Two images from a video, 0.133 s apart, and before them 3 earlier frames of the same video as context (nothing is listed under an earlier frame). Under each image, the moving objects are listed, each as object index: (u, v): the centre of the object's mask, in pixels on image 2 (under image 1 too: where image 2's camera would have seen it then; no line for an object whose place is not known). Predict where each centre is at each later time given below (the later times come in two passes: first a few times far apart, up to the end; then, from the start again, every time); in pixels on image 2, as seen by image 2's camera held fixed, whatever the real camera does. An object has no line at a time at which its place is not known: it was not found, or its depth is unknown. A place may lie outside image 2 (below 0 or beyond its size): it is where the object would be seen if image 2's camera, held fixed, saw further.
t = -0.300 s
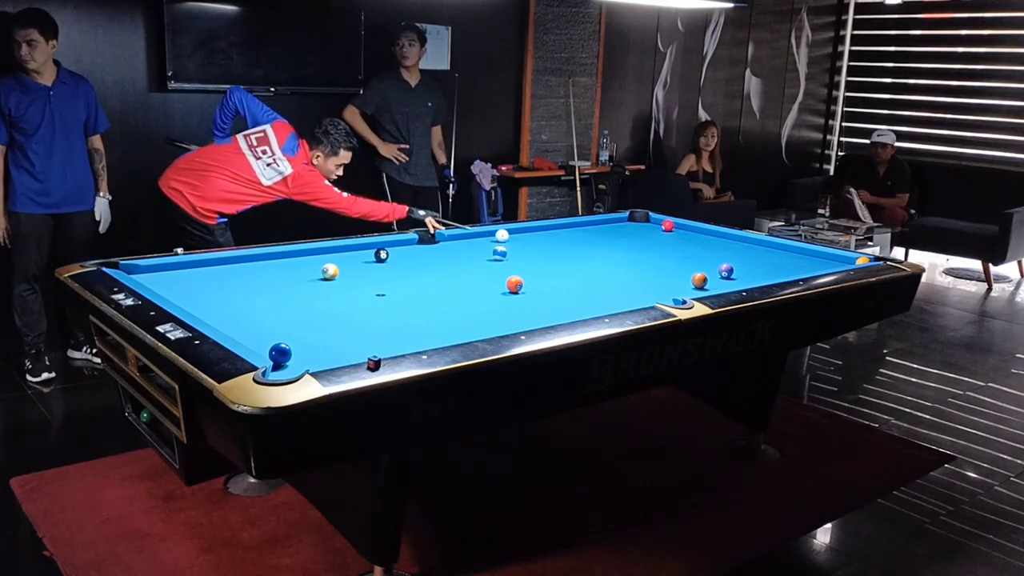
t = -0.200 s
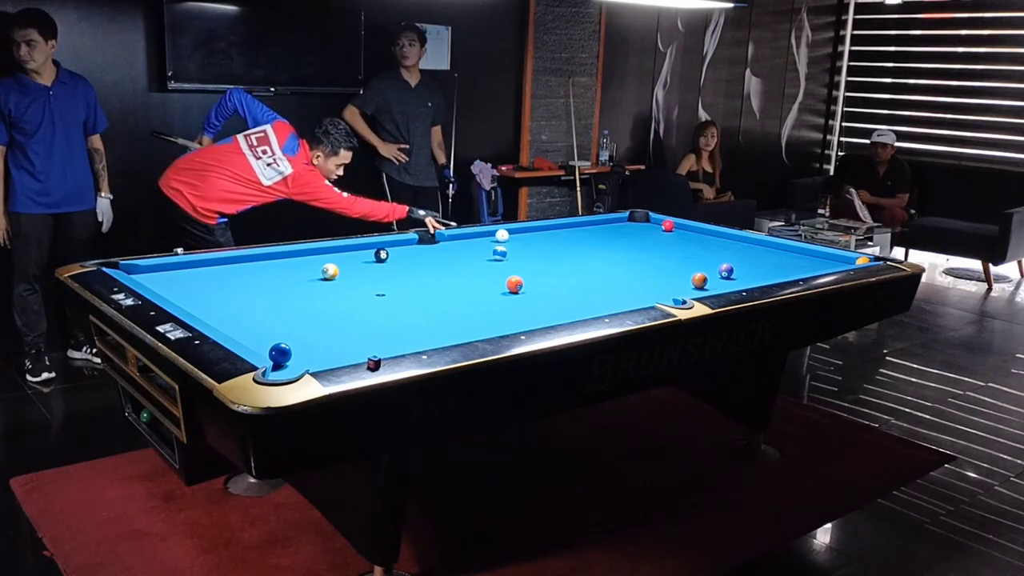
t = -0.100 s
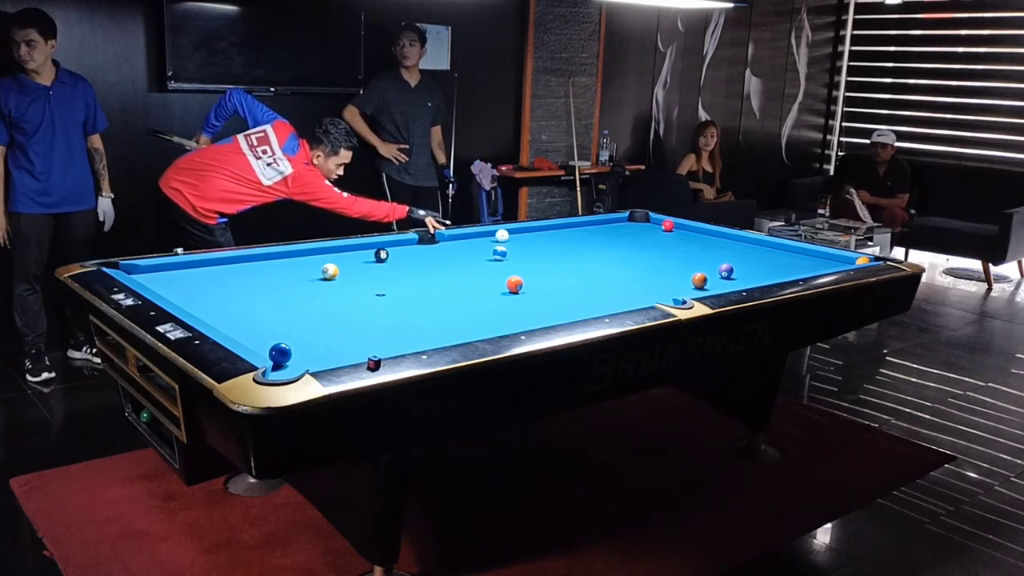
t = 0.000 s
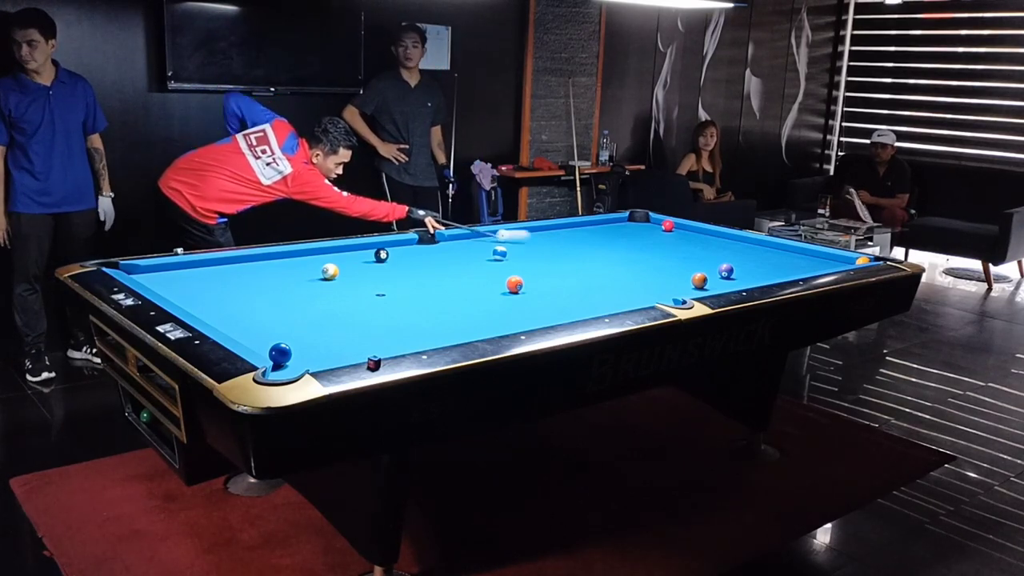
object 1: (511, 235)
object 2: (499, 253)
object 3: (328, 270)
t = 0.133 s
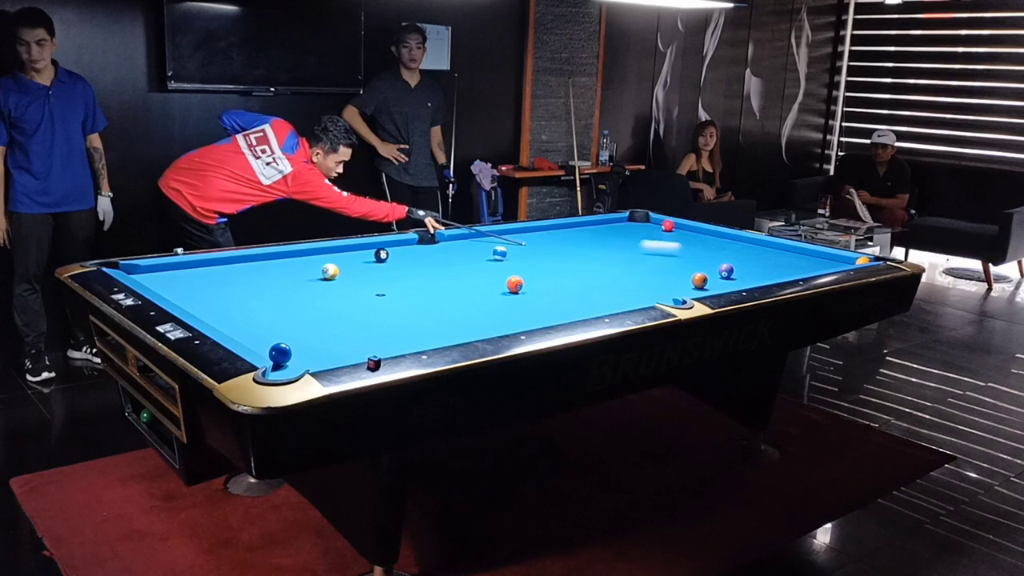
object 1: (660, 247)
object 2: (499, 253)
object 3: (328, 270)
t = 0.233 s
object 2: (499, 253)
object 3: (328, 270)
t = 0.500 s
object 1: (790, 262)
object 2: (499, 253)
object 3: (328, 270)
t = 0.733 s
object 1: (717, 260)
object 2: (499, 253)
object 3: (328, 270)
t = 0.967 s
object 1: (647, 258)
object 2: (499, 253)
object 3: (328, 270)
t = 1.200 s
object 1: (578, 256)
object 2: (499, 253)
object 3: (328, 270)
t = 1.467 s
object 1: (511, 255)
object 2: (489, 252)
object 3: (328, 270)
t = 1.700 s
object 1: (489, 258)
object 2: (449, 248)
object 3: (328, 270)
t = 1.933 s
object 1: (465, 260)
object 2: (412, 244)
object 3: (328, 270)
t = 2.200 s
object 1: (439, 262)
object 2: (395, 246)
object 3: (328, 270)
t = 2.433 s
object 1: (416, 265)
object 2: (394, 249)
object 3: (328, 270)
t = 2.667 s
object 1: (394, 267)
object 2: (393, 252)
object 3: (328, 270)
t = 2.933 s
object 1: (369, 269)
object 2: (400, 256)
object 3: (328, 270)
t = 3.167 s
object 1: (348, 272)
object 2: (406, 258)
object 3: (328, 270)
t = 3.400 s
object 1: (342, 274)
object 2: (412, 260)
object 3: (314, 274)
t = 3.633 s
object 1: (336, 276)
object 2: (417, 262)
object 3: (303, 274)
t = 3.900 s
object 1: (331, 277)
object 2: (423, 264)
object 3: (296, 270)
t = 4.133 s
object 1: (328, 279)
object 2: (428, 266)
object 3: (287, 270)
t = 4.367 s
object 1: (325, 280)
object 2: (432, 267)
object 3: (278, 270)
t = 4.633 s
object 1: (322, 281)
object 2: (436, 268)
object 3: (270, 270)
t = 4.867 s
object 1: (320, 282)
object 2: (439, 269)
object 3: (264, 272)
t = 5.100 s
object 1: (319, 281)
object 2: (441, 269)
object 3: (261, 272)
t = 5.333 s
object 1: (319, 282)
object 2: (443, 270)
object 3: (260, 273)
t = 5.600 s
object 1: (319, 282)
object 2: (443, 270)
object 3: (260, 273)
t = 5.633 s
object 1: (319, 282)
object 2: (443, 269)
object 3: (260, 273)
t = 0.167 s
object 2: (499, 253)
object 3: (328, 270)
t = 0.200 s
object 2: (499, 253)
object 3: (328, 270)
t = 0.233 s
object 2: (499, 253)
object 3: (328, 270)
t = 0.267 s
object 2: (499, 253)
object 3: (328, 270)
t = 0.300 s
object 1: (846, 261)
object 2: (499, 253)
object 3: (328, 270)
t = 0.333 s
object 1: (844, 262)
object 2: (499, 253)
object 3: (328, 270)
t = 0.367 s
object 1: (832, 262)
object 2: (499, 253)
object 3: (328, 270)
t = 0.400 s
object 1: (821, 263)
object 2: (499, 253)
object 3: (328, 270)
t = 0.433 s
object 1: (811, 263)
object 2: (499, 253)
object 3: (328, 270)
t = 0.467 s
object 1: (800, 263)
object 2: (499, 253)
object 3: (328, 270)
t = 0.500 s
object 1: (790, 262)
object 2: (499, 253)
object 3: (328, 270)
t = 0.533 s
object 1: (780, 262)
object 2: (499, 253)
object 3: (328, 270)
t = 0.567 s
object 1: (769, 262)
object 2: (499, 253)
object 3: (328, 270)
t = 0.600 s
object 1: (759, 262)
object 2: (499, 253)
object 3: (328, 270)
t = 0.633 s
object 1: (749, 261)
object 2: (499, 253)
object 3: (328, 270)
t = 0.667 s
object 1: (739, 261)
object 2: (499, 253)
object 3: (328, 270)
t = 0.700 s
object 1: (728, 260)
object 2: (499, 253)
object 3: (328, 270)
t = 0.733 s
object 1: (717, 260)
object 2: (499, 253)
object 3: (328, 270)
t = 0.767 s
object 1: (708, 260)
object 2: (499, 253)
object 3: (328, 270)
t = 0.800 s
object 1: (698, 260)
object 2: (499, 253)
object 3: (328, 270)
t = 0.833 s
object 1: (688, 260)
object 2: (499, 253)
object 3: (328, 270)
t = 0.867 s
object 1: (677, 259)
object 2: (499, 253)
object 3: (328, 270)
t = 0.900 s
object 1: (667, 259)
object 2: (499, 253)
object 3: (328, 270)
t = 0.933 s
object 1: (657, 258)
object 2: (499, 253)
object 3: (328, 270)
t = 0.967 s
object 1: (647, 258)
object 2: (499, 253)
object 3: (328, 270)
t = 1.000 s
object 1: (637, 258)
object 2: (499, 253)
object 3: (328, 270)
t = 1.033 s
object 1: (627, 258)
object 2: (499, 253)
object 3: (328, 270)
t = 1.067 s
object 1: (617, 257)
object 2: (499, 253)
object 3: (328, 270)
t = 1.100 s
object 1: (607, 257)
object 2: (499, 253)
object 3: (328, 270)
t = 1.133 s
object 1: (597, 256)
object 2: (499, 253)
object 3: (328, 270)
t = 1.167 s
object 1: (588, 256)
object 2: (499, 253)
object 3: (328, 270)
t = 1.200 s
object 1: (578, 256)
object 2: (499, 253)
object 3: (328, 270)
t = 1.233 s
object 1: (568, 256)
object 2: (499, 253)
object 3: (328, 270)
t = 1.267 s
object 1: (559, 255)
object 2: (499, 253)
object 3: (328, 270)
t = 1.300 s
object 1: (549, 255)
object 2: (499, 253)
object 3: (328, 270)
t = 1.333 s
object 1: (539, 255)
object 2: (499, 253)
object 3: (328, 270)
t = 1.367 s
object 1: (529, 255)
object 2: (499, 253)
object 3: (328, 270)
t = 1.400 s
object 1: (520, 254)
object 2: (499, 253)
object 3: (328, 270)
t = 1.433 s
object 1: (513, 254)
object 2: (497, 253)
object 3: (328, 270)
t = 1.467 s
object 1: (511, 255)
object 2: (489, 252)
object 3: (328, 270)
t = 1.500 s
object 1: (509, 255)
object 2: (482, 251)
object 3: (328, 270)
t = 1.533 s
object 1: (506, 256)
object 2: (477, 252)
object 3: (328, 270)
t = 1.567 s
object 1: (502, 256)
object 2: (472, 250)
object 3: (328, 270)
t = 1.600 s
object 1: (499, 256)
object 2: (465, 249)
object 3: (328, 270)
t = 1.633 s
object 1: (496, 257)
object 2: (459, 249)
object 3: (328, 270)
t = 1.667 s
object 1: (492, 257)
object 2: (454, 249)
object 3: (328, 270)
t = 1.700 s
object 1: (489, 258)
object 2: (449, 248)
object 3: (328, 270)
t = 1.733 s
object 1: (485, 258)
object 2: (443, 247)
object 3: (328, 270)
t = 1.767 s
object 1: (482, 258)
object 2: (438, 247)
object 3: (328, 270)
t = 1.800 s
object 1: (479, 258)
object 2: (433, 246)
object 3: (328, 270)
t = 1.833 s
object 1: (476, 259)
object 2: (428, 245)
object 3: (328, 270)
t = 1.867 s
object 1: (472, 259)
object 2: (422, 245)
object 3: (328, 270)
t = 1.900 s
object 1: (469, 259)
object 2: (416, 244)
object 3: (328, 270)
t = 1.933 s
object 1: (465, 260)
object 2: (412, 244)
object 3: (328, 270)
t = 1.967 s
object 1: (462, 260)
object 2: (407, 244)
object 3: (328, 270)
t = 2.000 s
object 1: (458, 260)
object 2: (402, 243)
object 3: (328, 270)
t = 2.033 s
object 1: (455, 261)
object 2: (397, 243)
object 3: (328, 270)
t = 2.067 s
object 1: (452, 261)
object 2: (397, 243)
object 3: (328, 270)
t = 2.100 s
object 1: (448, 262)
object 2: (396, 244)
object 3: (328, 270)
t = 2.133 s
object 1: (445, 262)
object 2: (396, 244)
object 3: (328, 270)
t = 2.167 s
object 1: (442, 262)
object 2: (395, 245)
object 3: (328, 270)
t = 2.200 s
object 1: (439, 262)
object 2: (395, 246)
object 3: (328, 270)
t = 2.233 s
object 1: (435, 263)
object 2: (395, 246)
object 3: (328, 270)
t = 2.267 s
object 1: (432, 263)
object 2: (395, 247)
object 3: (328, 270)
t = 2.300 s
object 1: (429, 263)
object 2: (395, 247)
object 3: (328, 270)
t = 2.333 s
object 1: (426, 264)
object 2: (395, 248)
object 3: (328, 270)
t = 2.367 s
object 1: (422, 264)
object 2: (395, 248)
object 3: (328, 270)
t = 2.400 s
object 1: (419, 264)
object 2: (395, 249)
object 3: (328, 270)
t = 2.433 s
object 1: (416, 265)
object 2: (394, 249)
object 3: (328, 270)
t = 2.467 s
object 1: (413, 265)
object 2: (394, 250)
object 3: (328, 270)
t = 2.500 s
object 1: (410, 266)
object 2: (394, 250)
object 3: (328, 270)
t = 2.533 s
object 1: (407, 266)
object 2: (394, 251)
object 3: (328, 270)
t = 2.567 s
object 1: (403, 266)
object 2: (394, 251)
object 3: (328, 270)
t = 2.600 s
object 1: (400, 266)
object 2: (393, 251)
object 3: (328, 270)
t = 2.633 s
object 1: (397, 267)
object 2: (393, 252)
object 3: (328, 270)
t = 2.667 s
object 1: (394, 267)
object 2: (393, 252)
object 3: (328, 270)
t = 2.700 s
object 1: (391, 267)
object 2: (394, 253)
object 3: (328, 270)
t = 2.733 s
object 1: (388, 268)
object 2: (395, 254)
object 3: (328, 270)
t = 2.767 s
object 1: (385, 268)
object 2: (396, 254)
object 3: (328, 270)
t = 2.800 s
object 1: (382, 268)
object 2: (397, 255)
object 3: (328, 270)
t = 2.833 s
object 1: (379, 268)
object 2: (398, 255)
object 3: (328, 270)
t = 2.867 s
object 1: (375, 269)
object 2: (398, 255)
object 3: (328, 270)
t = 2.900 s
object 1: (372, 269)
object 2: (399, 256)
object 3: (328, 270)
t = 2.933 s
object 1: (369, 269)
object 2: (400, 256)
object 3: (328, 270)
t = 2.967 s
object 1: (366, 270)
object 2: (401, 256)
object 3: (328, 270)
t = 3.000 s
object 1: (363, 270)
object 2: (402, 256)
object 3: (328, 270)
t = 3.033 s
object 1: (360, 270)
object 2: (403, 257)
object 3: (328, 270)
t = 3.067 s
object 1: (357, 271)
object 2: (404, 257)
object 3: (328, 270)
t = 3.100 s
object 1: (355, 271)
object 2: (404, 257)
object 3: (328, 270)
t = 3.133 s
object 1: (351, 271)
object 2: (405, 258)
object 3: (328, 270)
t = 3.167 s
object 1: (348, 272)
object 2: (406, 258)
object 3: (328, 270)
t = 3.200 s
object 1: (346, 272)
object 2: (407, 259)
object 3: (327, 270)
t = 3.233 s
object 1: (346, 272)
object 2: (408, 259)
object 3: (324, 270)
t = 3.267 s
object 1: (345, 273)
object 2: (409, 260)
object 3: (322, 271)
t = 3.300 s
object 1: (344, 273)
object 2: (409, 260)
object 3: (320, 271)
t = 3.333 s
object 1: (343, 273)
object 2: (410, 260)
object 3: (318, 272)
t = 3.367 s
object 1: (342, 274)
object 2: (411, 260)
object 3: (316, 272)
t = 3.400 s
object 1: (342, 274)
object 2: (412, 260)
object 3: (314, 274)
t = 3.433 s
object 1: (341, 274)
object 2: (413, 261)
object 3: (313, 274)
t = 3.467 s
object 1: (340, 274)
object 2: (414, 261)
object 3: (312, 275)
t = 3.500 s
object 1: (339, 275)
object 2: (414, 261)
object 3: (310, 272)
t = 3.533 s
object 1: (338, 275)
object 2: (415, 261)
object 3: (310, 273)
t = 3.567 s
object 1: (338, 275)
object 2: (416, 262)
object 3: (308, 274)
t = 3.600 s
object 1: (337, 275)
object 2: (417, 262)
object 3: (306, 274)
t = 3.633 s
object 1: (336, 276)
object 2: (417, 262)
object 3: (303, 274)
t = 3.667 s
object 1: (336, 276)
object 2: (418, 262)
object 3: (304, 274)
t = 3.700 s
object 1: (335, 276)
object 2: (419, 263)
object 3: (302, 274)
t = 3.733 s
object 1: (334, 276)
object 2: (420, 263)
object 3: (302, 272)
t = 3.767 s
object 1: (334, 277)
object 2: (420, 263)
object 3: (300, 271)
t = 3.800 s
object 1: (333, 277)
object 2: (421, 263)
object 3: (299, 271)
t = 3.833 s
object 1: (332, 277)
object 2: (422, 263)
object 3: (298, 271)
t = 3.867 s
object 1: (332, 277)
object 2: (423, 264)
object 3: (297, 271)
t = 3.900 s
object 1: (331, 277)
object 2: (423, 264)
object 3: (296, 270)
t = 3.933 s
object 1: (331, 278)
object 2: (424, 264)
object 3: (295, 270)
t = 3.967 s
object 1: (330, 278)
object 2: (425, 264)
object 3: (294, 270)
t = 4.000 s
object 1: (330, 278)
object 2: (426, 265)
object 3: (293, 270)
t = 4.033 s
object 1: (329, 278)
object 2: (426, 265)
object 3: (291, 270)
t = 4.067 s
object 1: (329, 278)
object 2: (426, 265)
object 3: (290, 270)
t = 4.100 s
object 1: (328, 279)
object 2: (427, 265)
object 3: (289, 270)
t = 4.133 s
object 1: (328, 279)
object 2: (428, 266)
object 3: (287, 270)
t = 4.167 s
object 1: (327, 279)
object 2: (428, 266)
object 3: (286, 269)
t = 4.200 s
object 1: (327, 279)
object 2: (429, 266)
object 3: (284, 269)
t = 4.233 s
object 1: (326, 279)
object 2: (429, 266)
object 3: (283, 270)
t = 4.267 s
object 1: (326, 280)
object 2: (430, 266)
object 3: (282, 270)
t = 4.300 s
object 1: (325, 280)
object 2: (431, 267)
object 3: (280, 269)
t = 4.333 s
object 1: (325, 280)
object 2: (431, 267)
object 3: (279, 270)
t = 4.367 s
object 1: (325, 280)
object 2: (432, 267)
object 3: (278, 270)
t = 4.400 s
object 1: (324, 280)
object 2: (432, 267)
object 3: (277, 270)
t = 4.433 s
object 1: (324, 280)
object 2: (433, 268)
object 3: (276, 270)
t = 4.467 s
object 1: (324, 281)
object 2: (433, 268)
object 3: (275, 270)
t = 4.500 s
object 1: (323, 281)
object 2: (434, 268)
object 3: (274, 269)
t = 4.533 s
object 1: (323, 281)
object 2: (434, 268)
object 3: (273, 269)
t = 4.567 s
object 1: (322, 281)
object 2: (435, 268)
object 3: (272, 269)
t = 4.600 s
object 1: (322, 281)
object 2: (436, 268)
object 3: (271, 269)
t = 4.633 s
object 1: (322, 281)
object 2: (436, 268)
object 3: (270, 270)
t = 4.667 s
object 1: (321, 281)
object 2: (436, 269)
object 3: (269, 270)
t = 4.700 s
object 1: (321, 281)
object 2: (437, 269)
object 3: (268, 270)
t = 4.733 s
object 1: (321, 281)
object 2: (437, 269)
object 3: (267, 270)
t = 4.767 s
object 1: (321, 281)
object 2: (438, 269)
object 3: (267, 270)
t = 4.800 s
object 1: (320, 281)
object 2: (438, 269)
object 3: (265, 271)
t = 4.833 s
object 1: (320, 281)
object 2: (438, 269)
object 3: (265, 271)
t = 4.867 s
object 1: (320, 282)
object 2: (439, 269)
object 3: (264, 272)
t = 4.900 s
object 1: (320, 282)
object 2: (439, 269)
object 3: (264, 272)
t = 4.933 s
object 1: (319, 281)
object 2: (440, 269)
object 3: (263, 271)
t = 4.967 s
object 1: (319, 281)
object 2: (440, 269)
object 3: (263, 271)
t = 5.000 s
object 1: (319, 281)
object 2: (440, 269)
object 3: (262, 272)
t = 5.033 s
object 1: (319, 281)
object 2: (441, 269)
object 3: (262, 272)
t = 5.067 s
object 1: (319, 281)
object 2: (441, 270)
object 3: (262, 272)
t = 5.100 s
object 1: (319, 281)
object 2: (441, 269)
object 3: (261, 272)
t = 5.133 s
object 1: (319, 281)
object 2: (441, 269)
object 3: (261, 272)
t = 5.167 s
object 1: (319, 282)
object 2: (442, 270)
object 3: (261, 273)
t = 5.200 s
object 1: (319, 282)
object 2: (442, 269)
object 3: (261, 273)
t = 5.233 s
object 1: (319, 282)
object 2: (442, 269)
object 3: (260, 273)
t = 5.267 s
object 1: (319, 282)
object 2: (442, 270)
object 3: (260, 273)
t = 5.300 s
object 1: (319, 282)
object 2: (443, 270)
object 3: (260, 273)
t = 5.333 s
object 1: (319, 282)
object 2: (443, 270)
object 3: (260, 273)
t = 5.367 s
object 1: (319, 282)
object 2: (443, 270)
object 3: (260, 273)
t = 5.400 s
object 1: (319, 282)
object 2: (443, 269)
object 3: (260, 273)
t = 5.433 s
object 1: (319, 282)
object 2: (443, 270)
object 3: (260, 273)
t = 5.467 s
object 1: (319, 282)
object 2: (443, 269)
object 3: (260, 273)
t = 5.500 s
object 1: (319, 282)
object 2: (443, 269)
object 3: (260, 273)
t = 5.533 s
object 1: (319, 282)
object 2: (443, 270)
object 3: (260, 273)
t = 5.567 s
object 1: (319, 282)
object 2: (443, 270)
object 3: (260, 273)
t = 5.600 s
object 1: (319, 282)
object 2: (443, 270)
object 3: (260, 273)
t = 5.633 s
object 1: (319, 282)
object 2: (443, 269)
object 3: (260, 273)
